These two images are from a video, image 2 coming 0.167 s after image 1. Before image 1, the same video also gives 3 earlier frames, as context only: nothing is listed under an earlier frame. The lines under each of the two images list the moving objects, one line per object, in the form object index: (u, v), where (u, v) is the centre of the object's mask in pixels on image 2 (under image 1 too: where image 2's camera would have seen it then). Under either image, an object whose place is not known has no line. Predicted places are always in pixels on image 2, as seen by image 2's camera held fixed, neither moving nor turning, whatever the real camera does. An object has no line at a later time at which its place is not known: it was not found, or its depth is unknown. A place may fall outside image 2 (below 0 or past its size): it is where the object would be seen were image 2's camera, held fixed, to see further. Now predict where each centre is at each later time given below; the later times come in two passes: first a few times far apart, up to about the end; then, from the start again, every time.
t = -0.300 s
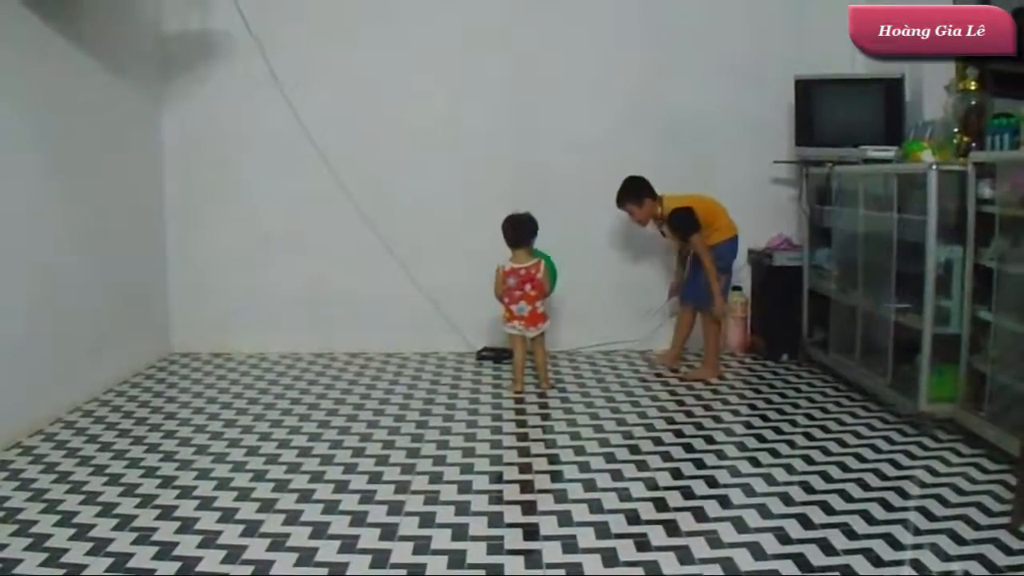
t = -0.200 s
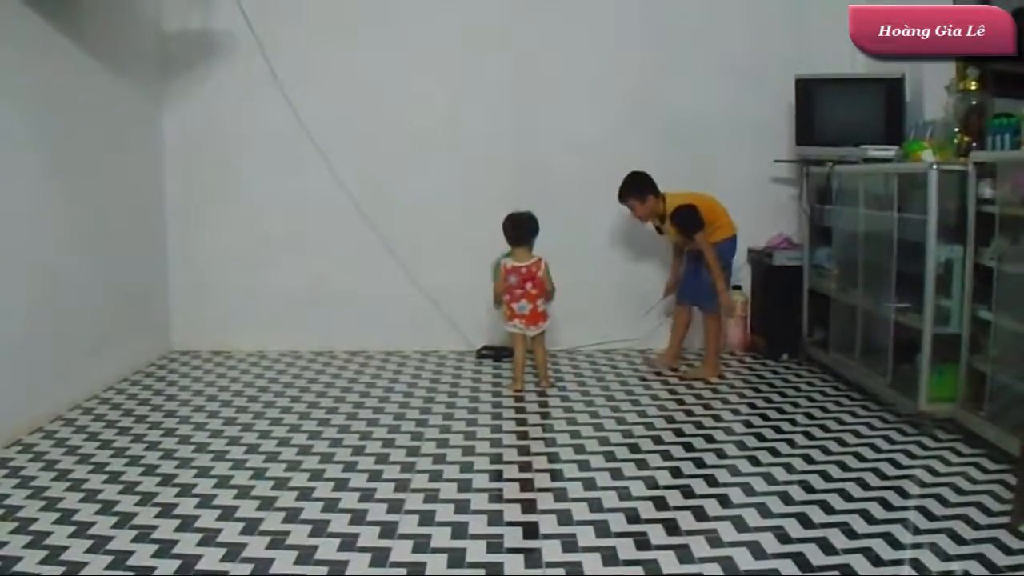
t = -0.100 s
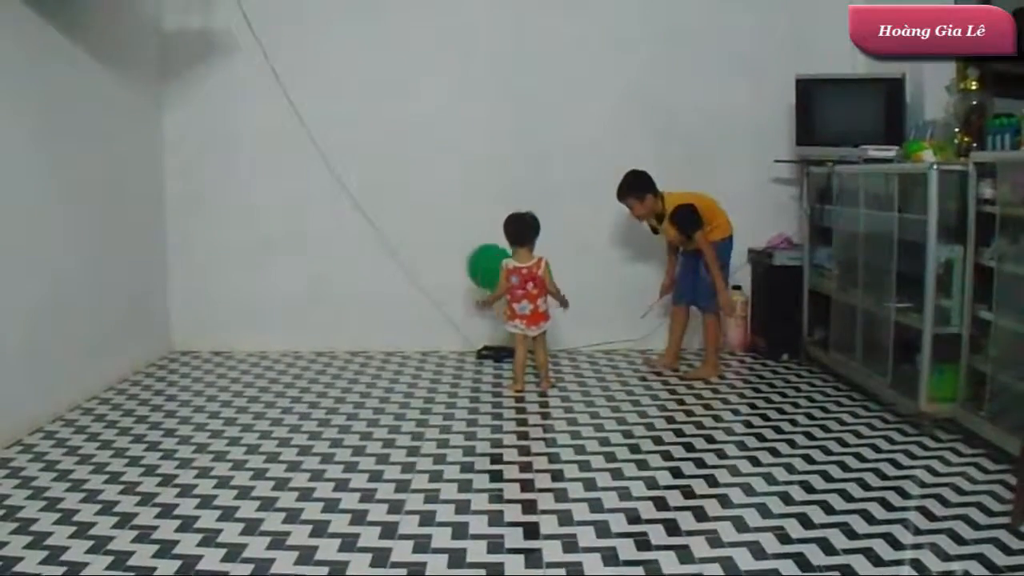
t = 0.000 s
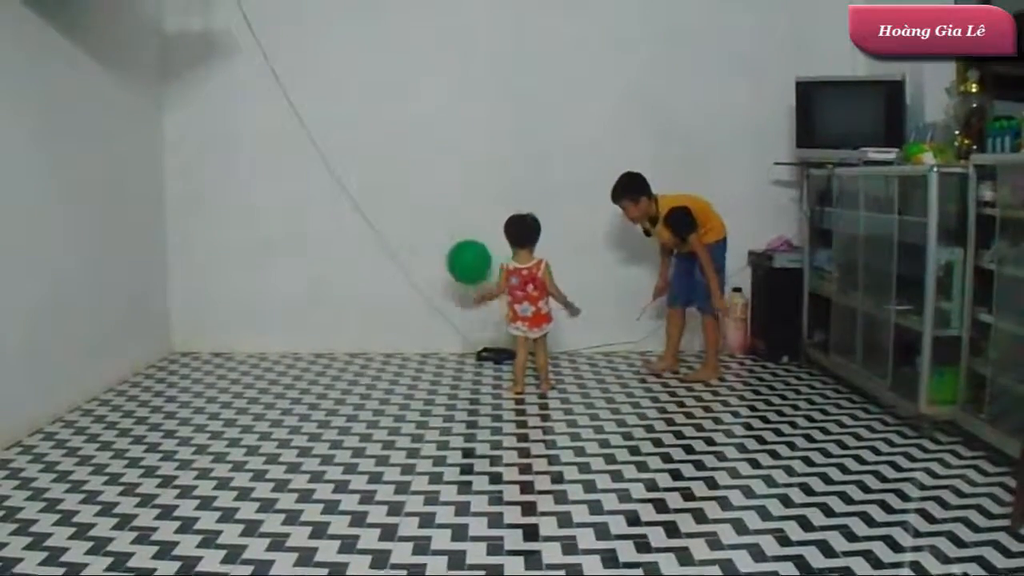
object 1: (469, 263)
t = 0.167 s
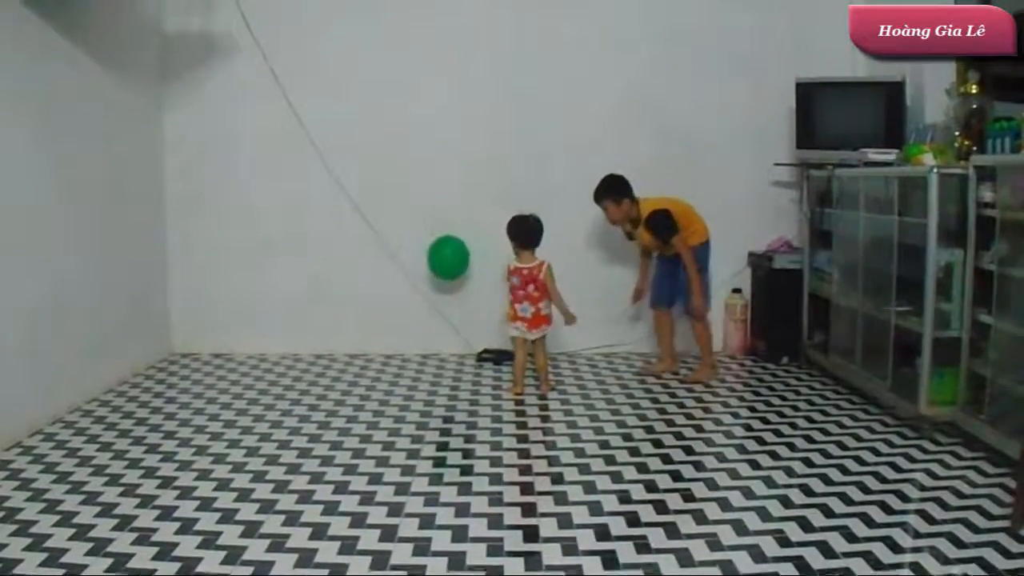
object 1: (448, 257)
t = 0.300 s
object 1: (438, 263)
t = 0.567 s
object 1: (432, 278)
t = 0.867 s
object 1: (436, 314)
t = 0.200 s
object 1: (445, 258)
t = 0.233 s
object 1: (443, 259)
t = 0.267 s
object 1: (441, 261)
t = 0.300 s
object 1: (438, 263)
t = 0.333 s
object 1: (437, 265)
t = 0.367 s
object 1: (436, 266)
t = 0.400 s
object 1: (435, 267)
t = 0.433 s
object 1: (435, 269)
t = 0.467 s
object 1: (434, 270)
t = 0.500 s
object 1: (434, 272)
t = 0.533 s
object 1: (433, 275)
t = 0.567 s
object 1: (432, 278)
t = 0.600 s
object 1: (432, 282)
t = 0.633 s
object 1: (431, 287)
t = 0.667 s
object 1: (431, 291)
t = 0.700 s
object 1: (431, 295)
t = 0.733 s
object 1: (432, 299)
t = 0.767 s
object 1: (432, 303)
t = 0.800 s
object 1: (432, 307)
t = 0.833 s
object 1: (434, 311)
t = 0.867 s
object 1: (436, 314)
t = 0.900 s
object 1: (438, 317)
